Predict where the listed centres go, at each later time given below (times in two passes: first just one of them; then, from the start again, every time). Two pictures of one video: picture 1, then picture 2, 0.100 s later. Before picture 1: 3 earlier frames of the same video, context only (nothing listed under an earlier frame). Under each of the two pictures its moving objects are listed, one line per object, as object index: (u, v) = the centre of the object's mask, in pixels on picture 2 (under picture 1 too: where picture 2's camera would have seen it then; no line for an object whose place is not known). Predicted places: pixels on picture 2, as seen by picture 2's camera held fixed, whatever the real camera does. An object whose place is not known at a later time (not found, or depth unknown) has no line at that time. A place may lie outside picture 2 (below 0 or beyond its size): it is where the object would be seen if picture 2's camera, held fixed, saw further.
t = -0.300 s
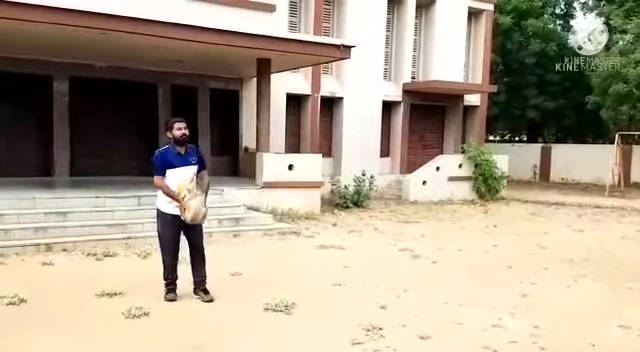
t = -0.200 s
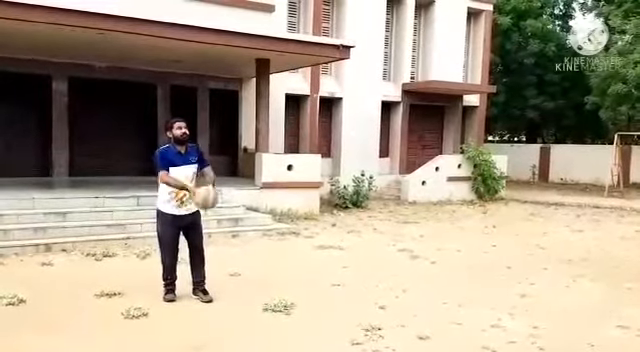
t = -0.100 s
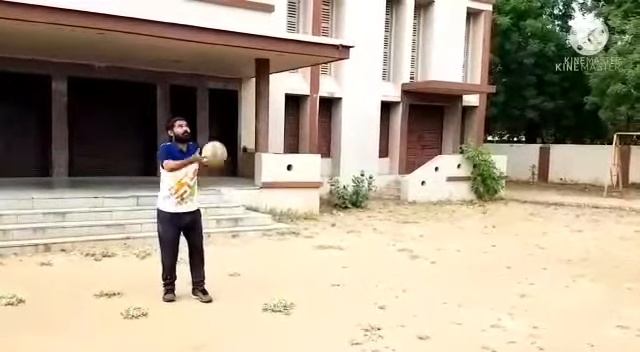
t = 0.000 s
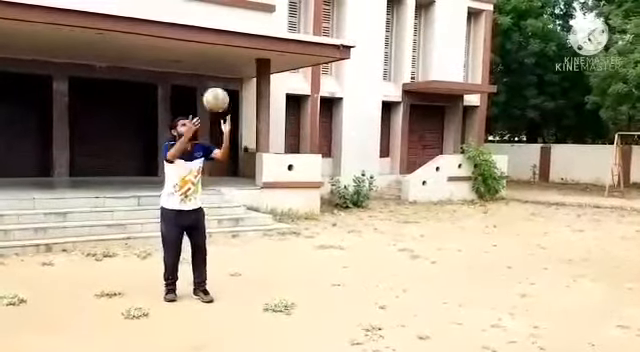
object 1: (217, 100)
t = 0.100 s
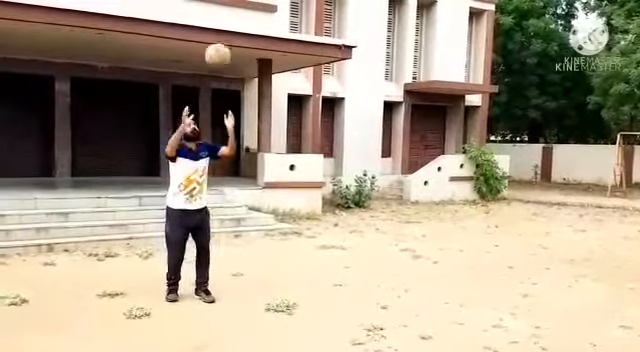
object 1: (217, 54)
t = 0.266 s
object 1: (218, 10)
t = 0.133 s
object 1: (217, 42)
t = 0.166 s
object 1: (218, 33)
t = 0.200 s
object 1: (218, 24)
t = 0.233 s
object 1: (219, 15)
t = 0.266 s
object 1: (218, 10)
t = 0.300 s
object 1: (218, 7)
